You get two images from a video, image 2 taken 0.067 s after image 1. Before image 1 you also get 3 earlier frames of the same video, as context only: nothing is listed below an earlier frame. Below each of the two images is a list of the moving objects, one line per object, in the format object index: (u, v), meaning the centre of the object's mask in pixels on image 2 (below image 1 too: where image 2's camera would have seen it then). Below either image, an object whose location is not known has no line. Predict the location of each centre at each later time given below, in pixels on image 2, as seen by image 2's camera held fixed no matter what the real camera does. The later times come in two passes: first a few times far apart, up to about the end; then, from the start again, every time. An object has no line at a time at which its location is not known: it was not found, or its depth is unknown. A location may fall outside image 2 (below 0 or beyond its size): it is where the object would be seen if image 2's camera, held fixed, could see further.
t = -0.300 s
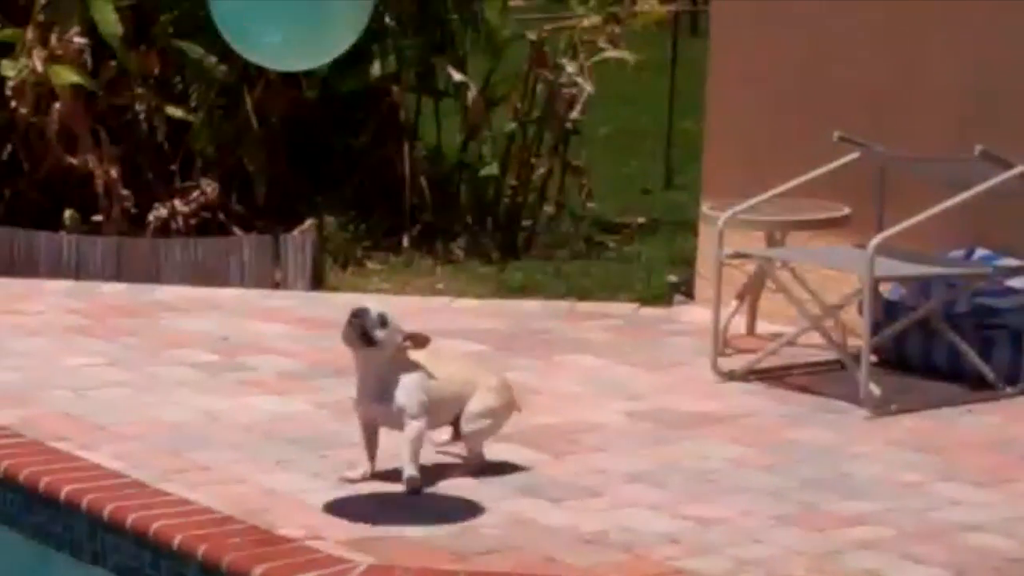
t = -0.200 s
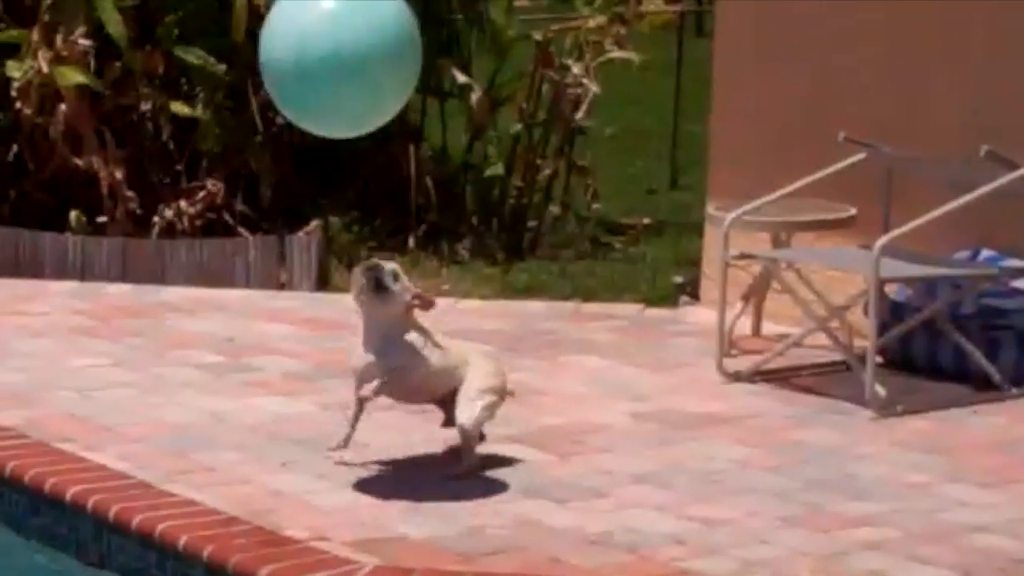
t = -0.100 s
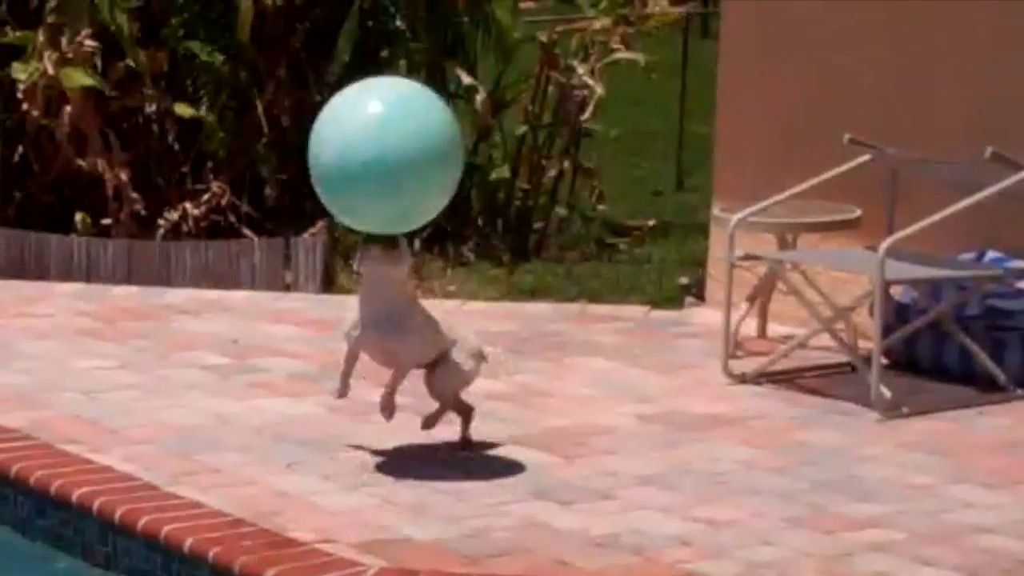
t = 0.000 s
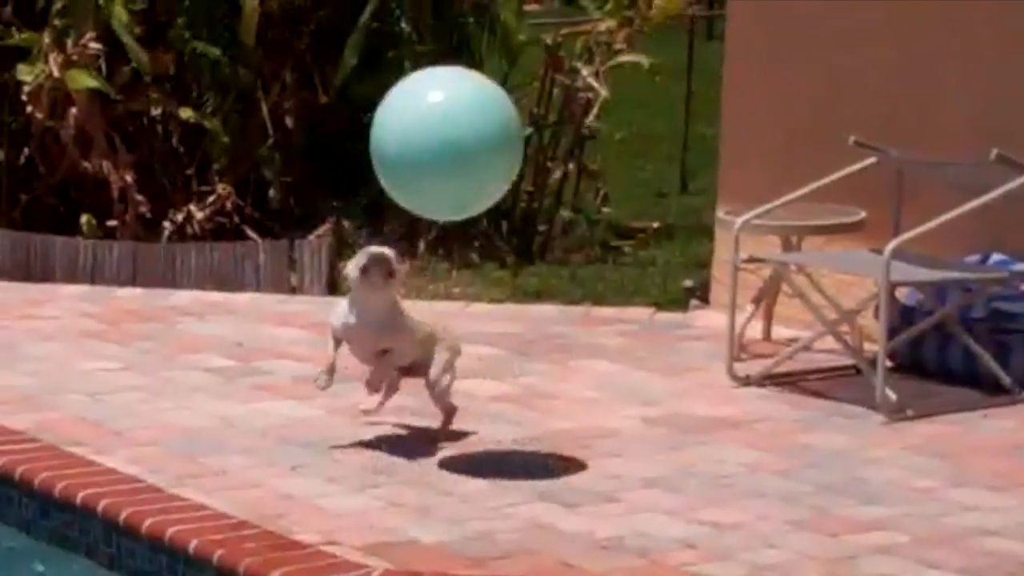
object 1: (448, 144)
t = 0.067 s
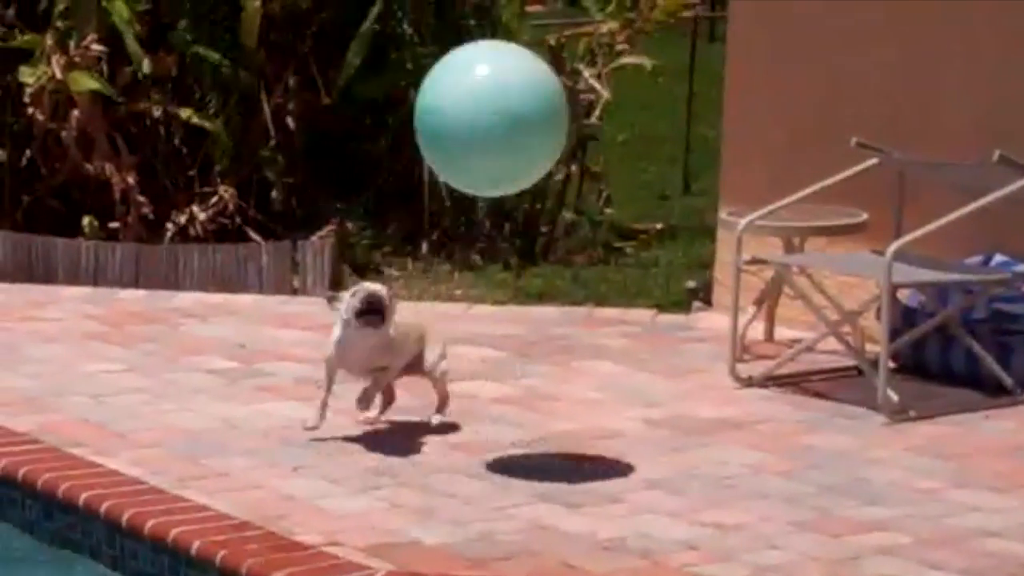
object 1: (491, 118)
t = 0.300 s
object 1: (636, 148)
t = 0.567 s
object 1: (788, 415)
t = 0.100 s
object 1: (512, 110)
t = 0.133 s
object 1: (533, 106)
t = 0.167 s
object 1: (553, 107)
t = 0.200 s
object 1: (575, 111)
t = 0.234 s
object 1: (595, 119)
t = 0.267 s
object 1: (616, 132)
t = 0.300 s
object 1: (636, 148)
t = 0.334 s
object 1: (655, 168)
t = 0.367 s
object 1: (674, 192)
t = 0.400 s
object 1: (694, 220)
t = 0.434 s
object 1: (713, 252)
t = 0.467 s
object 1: (733, 288)
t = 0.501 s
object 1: (752, 327)
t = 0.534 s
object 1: (770, 370)
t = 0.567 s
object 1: (788, 415)
